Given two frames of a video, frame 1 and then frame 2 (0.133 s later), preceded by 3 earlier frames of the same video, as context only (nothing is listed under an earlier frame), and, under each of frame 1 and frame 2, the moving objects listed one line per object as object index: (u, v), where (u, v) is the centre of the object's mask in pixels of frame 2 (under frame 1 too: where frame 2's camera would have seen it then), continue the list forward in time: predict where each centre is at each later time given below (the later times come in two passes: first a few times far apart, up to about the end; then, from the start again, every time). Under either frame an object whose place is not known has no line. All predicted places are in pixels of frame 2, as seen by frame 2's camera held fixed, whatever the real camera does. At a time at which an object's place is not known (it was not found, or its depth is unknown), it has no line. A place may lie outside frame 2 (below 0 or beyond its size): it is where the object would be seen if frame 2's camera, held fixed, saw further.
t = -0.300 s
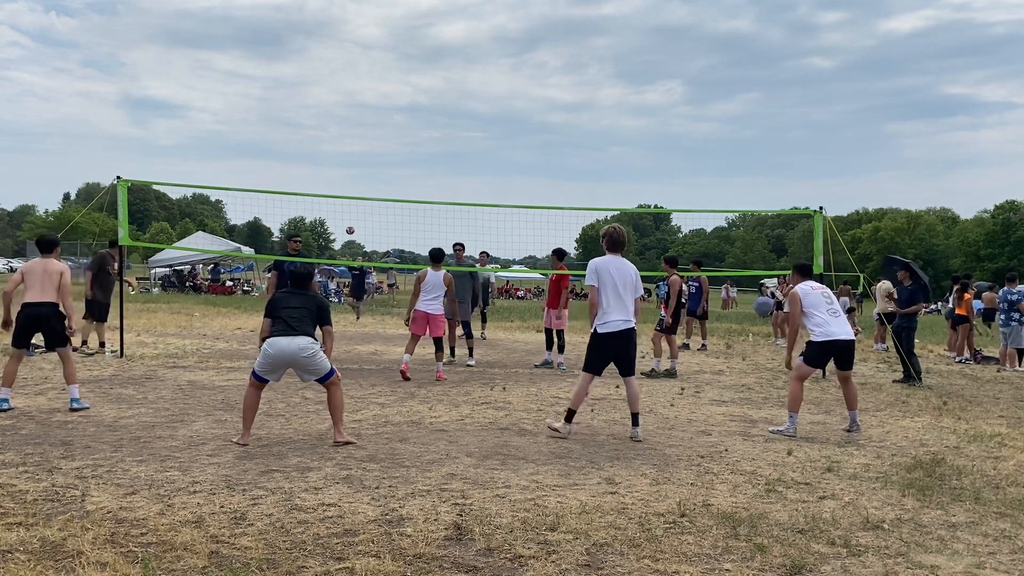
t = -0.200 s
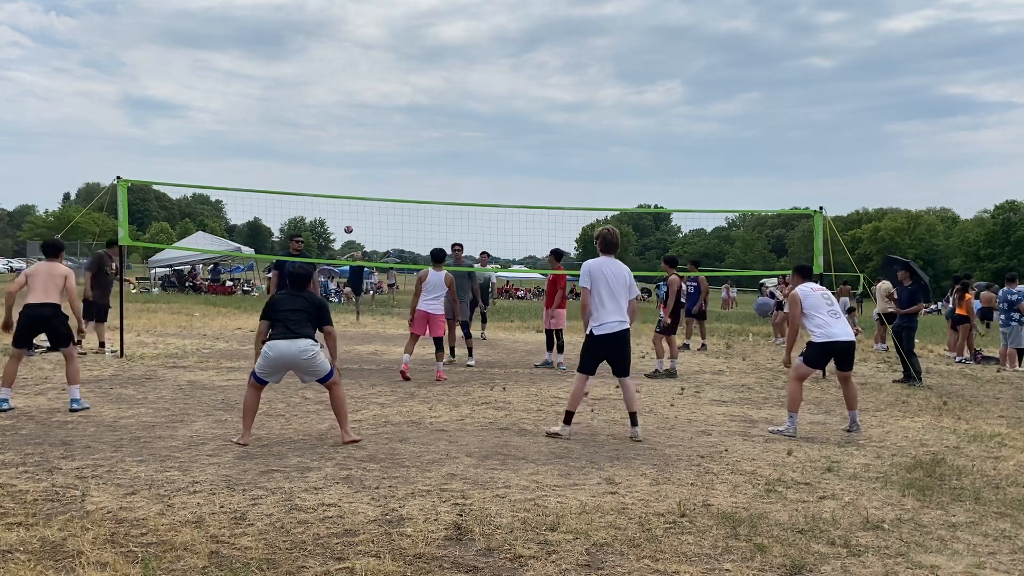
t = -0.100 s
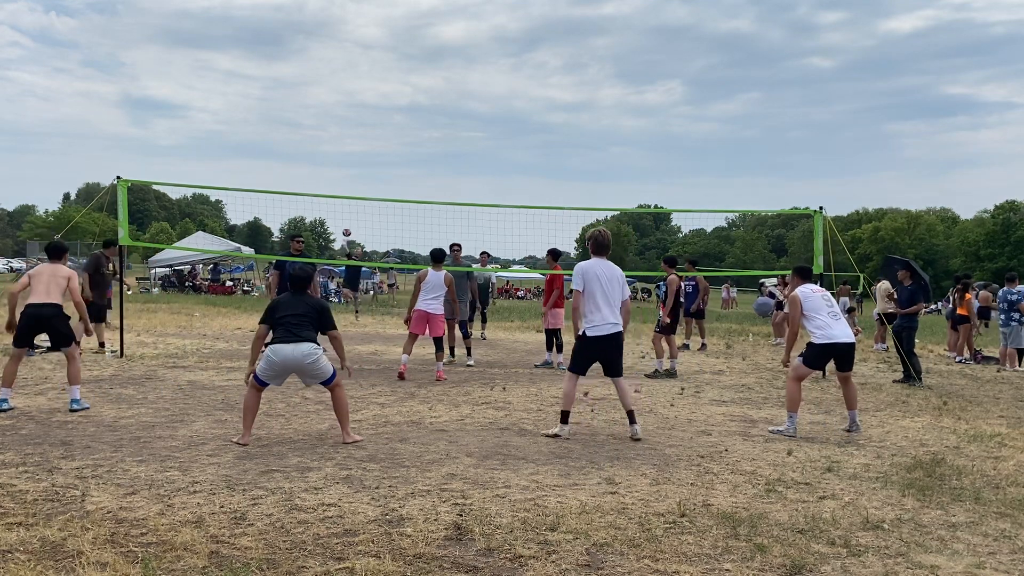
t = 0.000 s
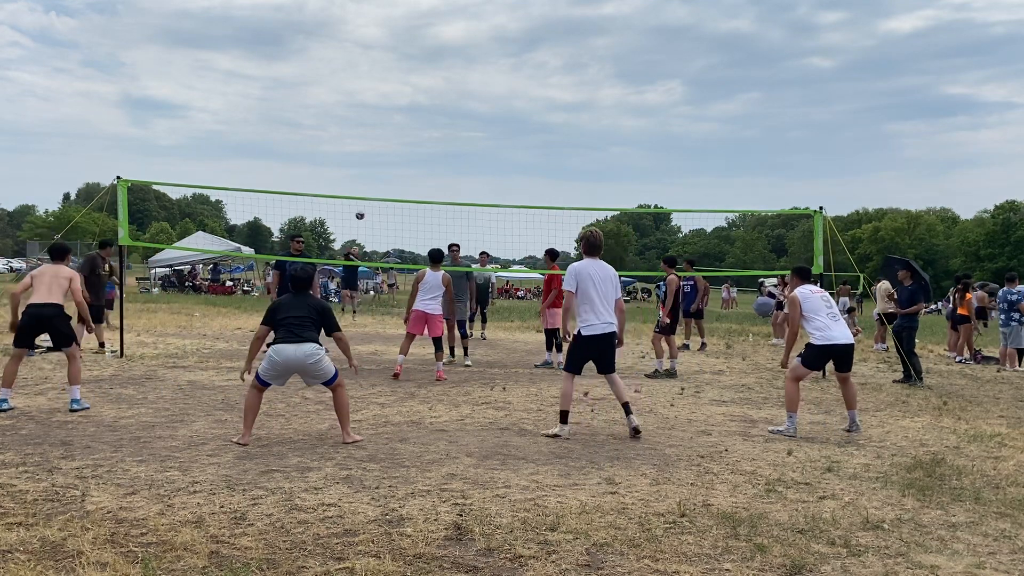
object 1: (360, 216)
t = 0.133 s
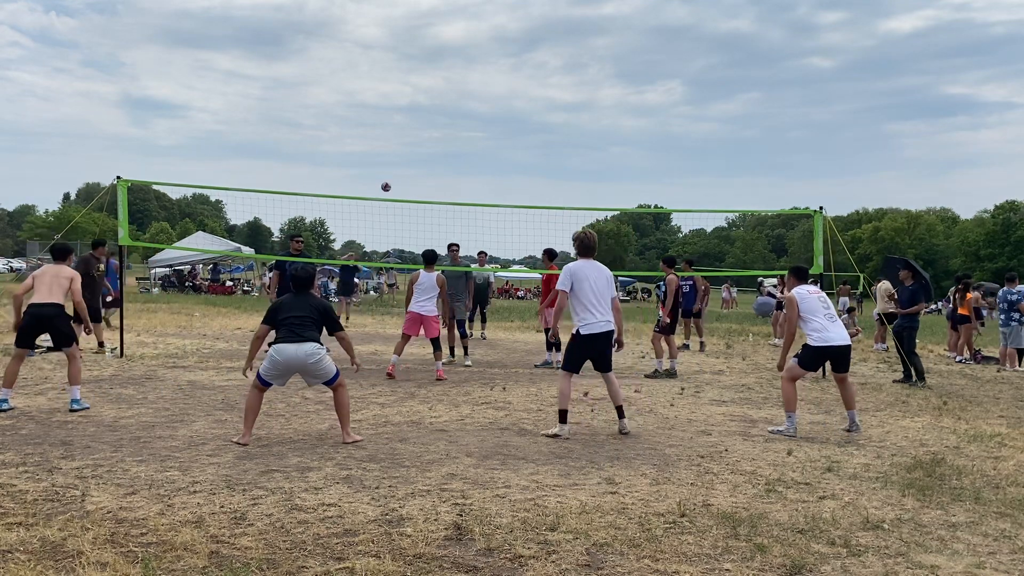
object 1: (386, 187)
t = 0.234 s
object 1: (409, 167)
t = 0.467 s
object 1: (474, 127)
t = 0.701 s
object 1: (559, 109)
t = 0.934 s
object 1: (687, 127)
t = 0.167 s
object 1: (393, 180)
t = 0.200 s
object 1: (401, 174)
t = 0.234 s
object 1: (409, 167)
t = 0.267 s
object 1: (417, 160)
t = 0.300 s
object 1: (425, 154)
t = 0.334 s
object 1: (434, 148)
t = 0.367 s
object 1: (444, 142)
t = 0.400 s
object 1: (453, 137)
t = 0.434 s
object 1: (463, 132)
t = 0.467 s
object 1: (474, 127)
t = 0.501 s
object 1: (484, 123)
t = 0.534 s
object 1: (496, 119)
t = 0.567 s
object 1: (507, 116)
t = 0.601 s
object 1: (519, 113)
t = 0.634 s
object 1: (532, 111)
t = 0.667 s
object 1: (545, 110)
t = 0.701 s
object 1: (559, 109)
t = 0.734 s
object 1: (574, 109)
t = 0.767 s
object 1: (590, 110)
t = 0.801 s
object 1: (607, 112)
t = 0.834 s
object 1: (625, 114)
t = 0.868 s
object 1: (644, 118)
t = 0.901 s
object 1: (665, 122)
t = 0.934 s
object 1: (687, 127)
